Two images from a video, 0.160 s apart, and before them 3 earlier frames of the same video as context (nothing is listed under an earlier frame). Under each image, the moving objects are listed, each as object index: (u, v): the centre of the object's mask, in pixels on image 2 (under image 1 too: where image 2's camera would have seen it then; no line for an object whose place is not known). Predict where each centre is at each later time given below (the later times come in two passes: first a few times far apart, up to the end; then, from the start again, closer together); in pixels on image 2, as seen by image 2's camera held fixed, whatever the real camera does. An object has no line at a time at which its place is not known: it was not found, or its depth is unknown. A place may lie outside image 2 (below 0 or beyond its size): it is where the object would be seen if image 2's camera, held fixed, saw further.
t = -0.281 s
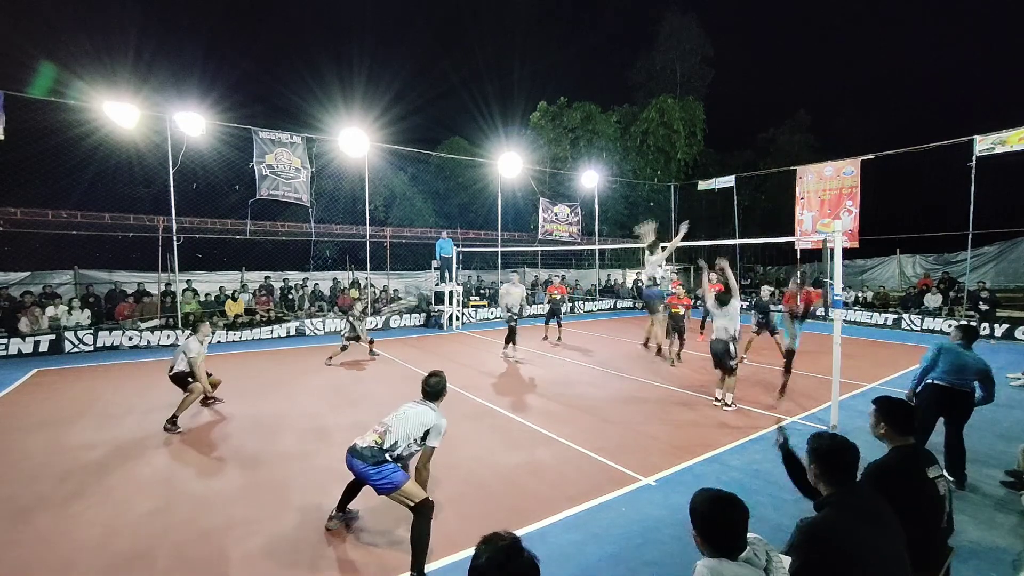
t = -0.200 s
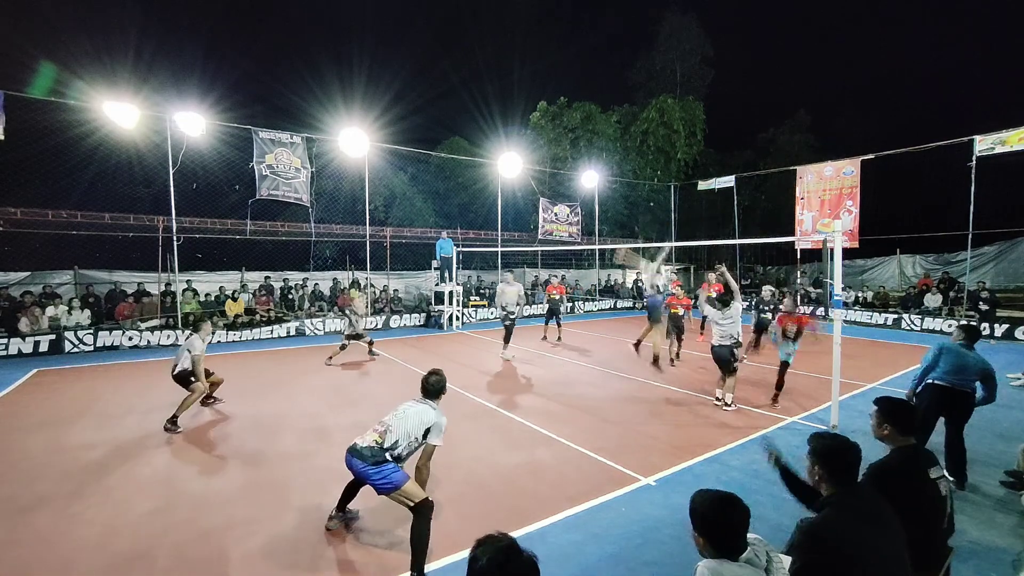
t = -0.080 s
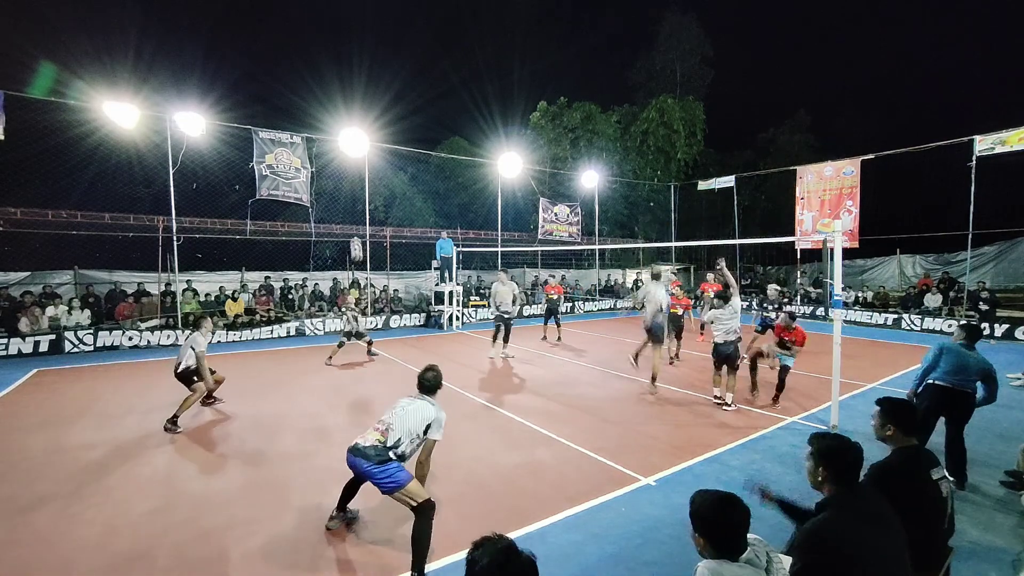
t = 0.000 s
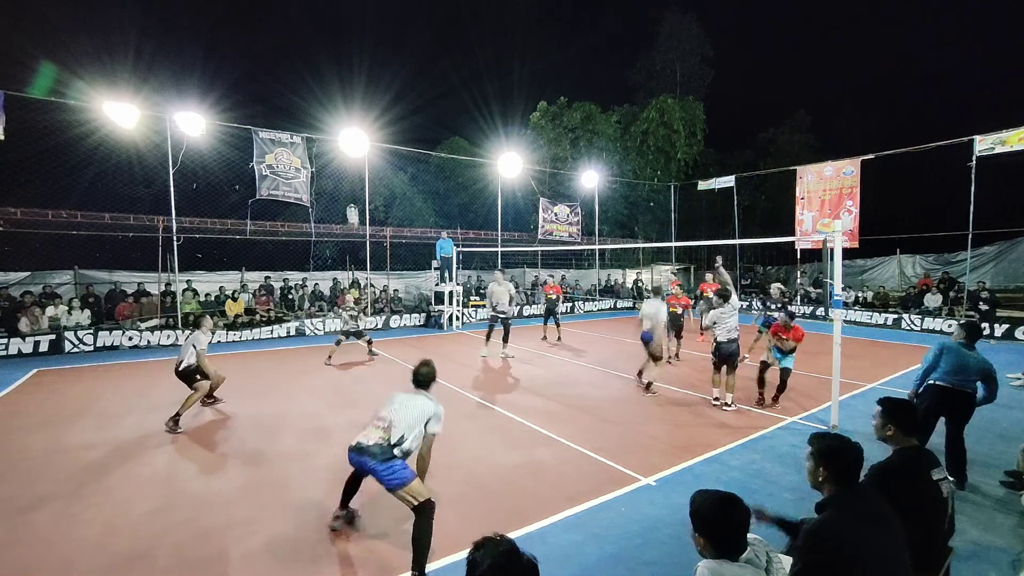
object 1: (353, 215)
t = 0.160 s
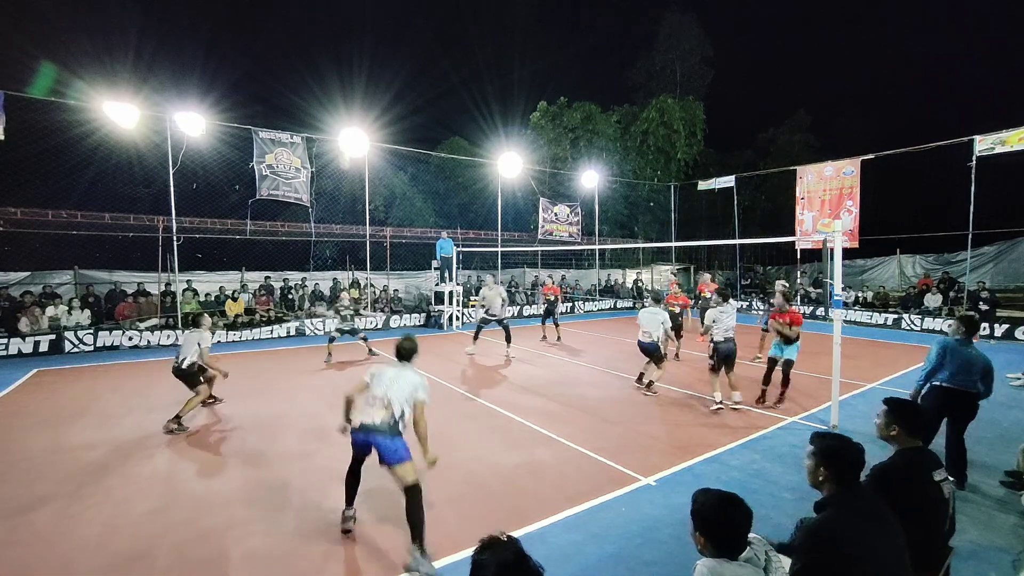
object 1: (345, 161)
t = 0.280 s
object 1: (338, 124)
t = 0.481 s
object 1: (326, 82)
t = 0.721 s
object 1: (312, 56)
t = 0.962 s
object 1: (297, 61)
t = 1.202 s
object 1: (283, 96)
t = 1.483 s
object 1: (267, 179)
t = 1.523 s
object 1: (265, 194)
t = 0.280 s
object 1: (338, 124)
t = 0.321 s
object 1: (336, 114)
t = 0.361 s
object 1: (333, 105)
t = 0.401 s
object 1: (331, 97)
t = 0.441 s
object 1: (329, 89)
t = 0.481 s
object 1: (326, 82)
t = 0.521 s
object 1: (324, 76)
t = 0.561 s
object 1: (322, 70)
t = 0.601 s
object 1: (319, 65)
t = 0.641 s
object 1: (317, 62)
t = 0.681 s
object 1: (314, 58)
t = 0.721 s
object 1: (312, 56)
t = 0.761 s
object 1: (309, 55)
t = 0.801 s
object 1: (307, 54)
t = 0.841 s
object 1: (304, 55)
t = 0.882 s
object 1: (302, 56)
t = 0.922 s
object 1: (299, 58)
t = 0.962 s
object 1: (297, 61)
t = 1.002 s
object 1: (294, 64)
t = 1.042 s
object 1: (292, 69)
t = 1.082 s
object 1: (290, 74)
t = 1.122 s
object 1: (287, 80)
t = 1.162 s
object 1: (285, 88)
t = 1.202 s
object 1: (283, 96)
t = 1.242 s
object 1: (280, 105)
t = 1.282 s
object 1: (278, 115)
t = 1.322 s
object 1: (276, 124)
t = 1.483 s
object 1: (267, 179)
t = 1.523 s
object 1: (265, 194)
